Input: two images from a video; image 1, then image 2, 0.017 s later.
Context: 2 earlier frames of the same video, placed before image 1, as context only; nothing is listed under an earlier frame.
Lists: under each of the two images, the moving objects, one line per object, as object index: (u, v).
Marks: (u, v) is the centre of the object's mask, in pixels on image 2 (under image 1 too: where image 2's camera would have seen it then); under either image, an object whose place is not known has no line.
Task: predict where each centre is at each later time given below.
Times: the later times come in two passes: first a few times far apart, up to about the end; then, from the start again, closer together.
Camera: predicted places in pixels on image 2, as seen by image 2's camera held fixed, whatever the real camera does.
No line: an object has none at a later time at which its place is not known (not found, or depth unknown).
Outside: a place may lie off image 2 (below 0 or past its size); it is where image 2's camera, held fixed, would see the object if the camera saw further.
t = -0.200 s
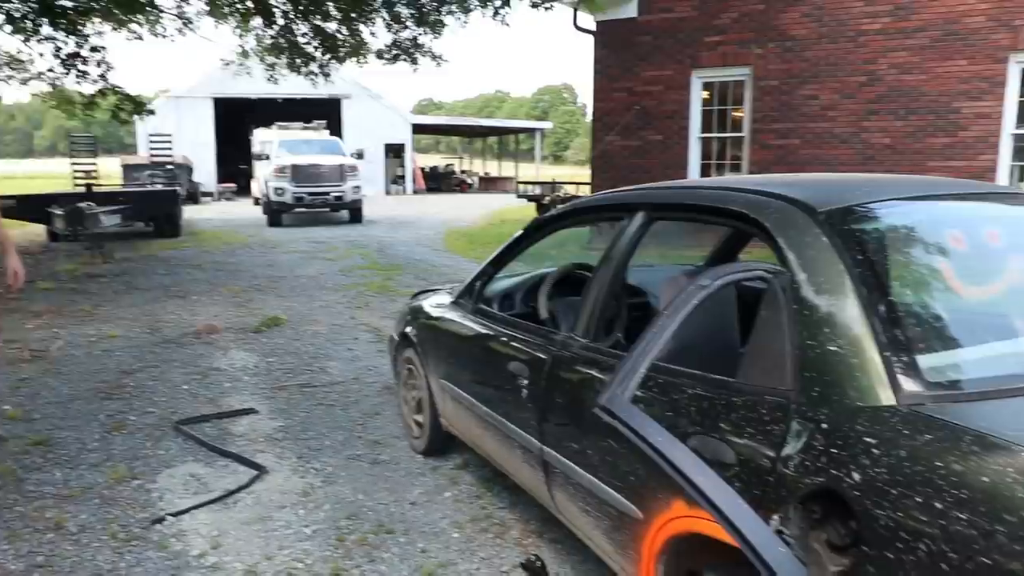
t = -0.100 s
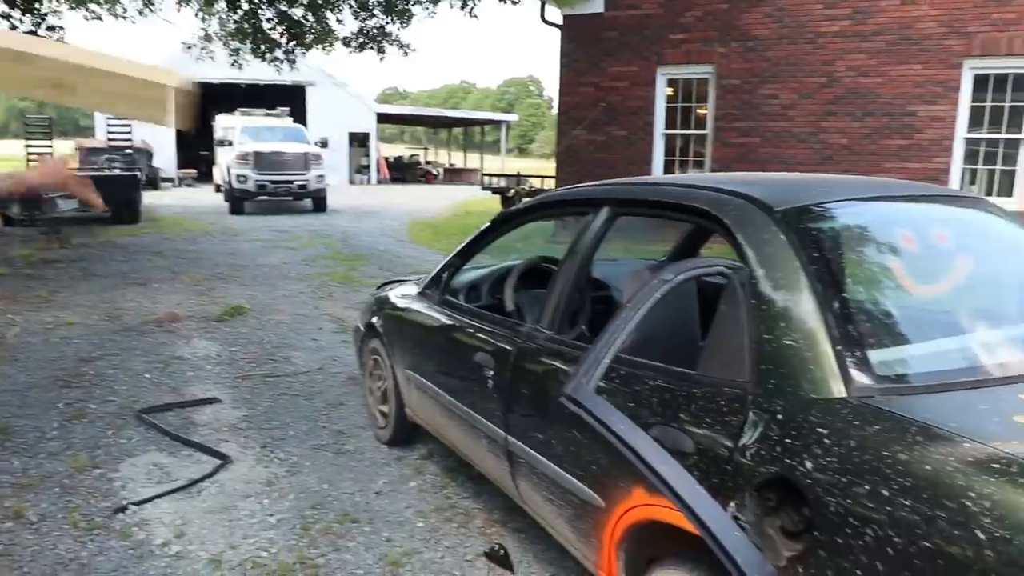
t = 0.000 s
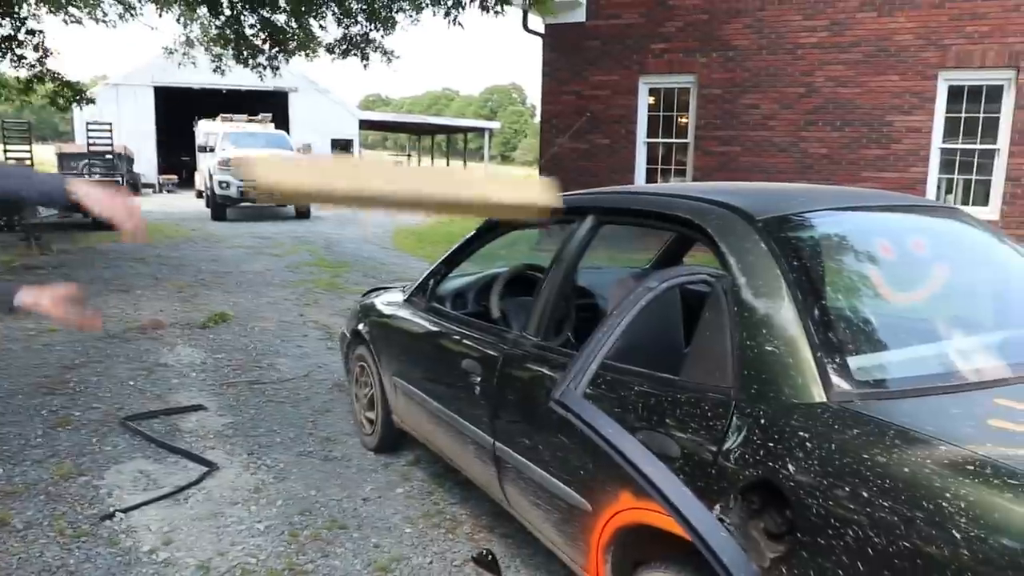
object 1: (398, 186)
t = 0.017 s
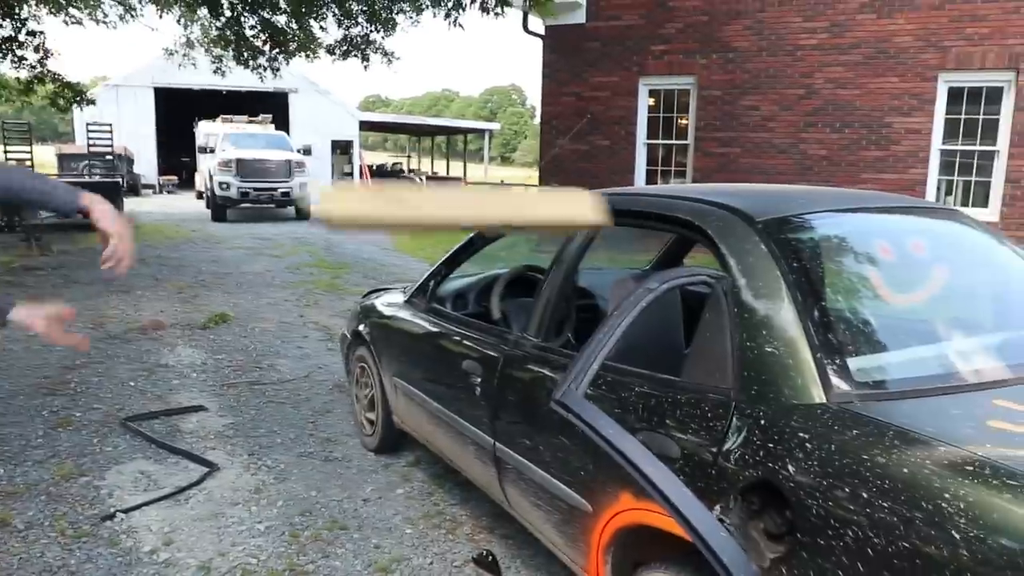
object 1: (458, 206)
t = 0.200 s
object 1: (431, 467)
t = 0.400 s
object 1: (320, 552)
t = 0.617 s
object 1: (256, 553)
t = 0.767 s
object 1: (242, 545)
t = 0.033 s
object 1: (511, 229)
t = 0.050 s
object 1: (537, 253)
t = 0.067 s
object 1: (522, 279)
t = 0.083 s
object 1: (509, 302)
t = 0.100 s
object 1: (500, 330)
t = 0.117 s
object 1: (492, 350)
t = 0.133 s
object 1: (482, 372)
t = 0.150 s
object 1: (474, 394)
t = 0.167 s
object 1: (459, 418)
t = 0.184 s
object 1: (448, 439)
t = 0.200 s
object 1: (431, 467)
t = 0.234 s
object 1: (404, 512)
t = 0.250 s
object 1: (386, 532)
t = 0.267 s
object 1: (392, 530)
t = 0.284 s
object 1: (394, 526)
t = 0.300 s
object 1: (389, 526)
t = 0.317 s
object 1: (373, 533)
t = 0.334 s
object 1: (363, 541)
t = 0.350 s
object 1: (352, 546)
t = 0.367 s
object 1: (341, 546)
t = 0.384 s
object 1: (333, 548)
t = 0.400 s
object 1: (320, 552)
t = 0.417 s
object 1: (305, 553)
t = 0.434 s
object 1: (299, 556)
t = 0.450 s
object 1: (292, 558)
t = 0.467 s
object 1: (285, 559)
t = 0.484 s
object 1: (283, 559)
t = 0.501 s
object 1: (281, 555)
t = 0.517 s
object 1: (277, 554)
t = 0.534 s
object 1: (271, 556)
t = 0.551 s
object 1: (267, 556)
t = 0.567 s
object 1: (264, 557)
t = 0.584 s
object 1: (263, 556)
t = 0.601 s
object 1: (260, 555)
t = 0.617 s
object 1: (256, 553)
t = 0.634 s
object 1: (252, 551)
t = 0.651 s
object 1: (252, 550)
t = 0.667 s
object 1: (251, 551)
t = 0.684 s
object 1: (248, 552)
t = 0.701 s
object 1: (248, 551)
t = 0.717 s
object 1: (246, 550)
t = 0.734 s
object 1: (246, 548)
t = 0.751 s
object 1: (243, 546)
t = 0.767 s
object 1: (242, 545)
